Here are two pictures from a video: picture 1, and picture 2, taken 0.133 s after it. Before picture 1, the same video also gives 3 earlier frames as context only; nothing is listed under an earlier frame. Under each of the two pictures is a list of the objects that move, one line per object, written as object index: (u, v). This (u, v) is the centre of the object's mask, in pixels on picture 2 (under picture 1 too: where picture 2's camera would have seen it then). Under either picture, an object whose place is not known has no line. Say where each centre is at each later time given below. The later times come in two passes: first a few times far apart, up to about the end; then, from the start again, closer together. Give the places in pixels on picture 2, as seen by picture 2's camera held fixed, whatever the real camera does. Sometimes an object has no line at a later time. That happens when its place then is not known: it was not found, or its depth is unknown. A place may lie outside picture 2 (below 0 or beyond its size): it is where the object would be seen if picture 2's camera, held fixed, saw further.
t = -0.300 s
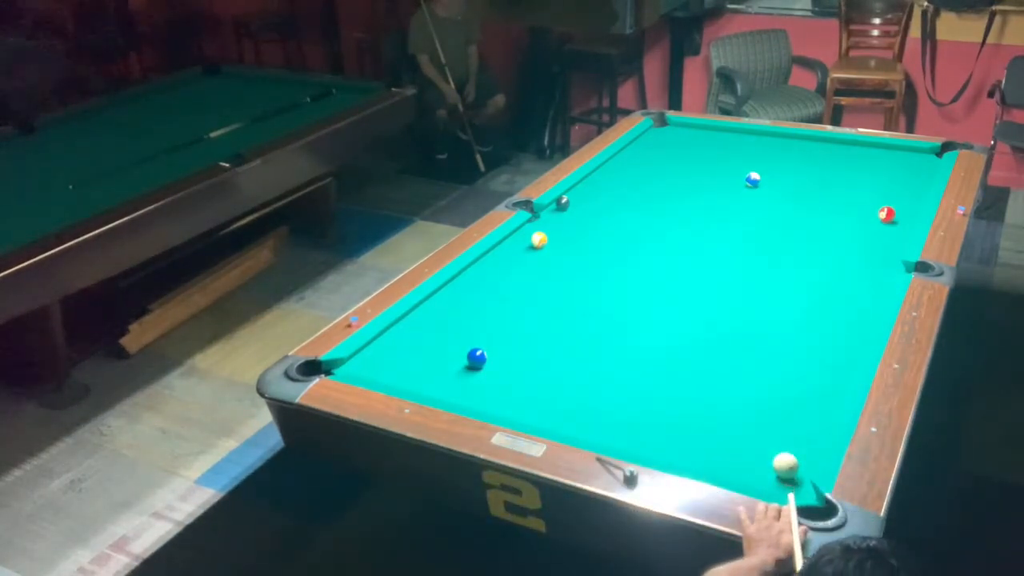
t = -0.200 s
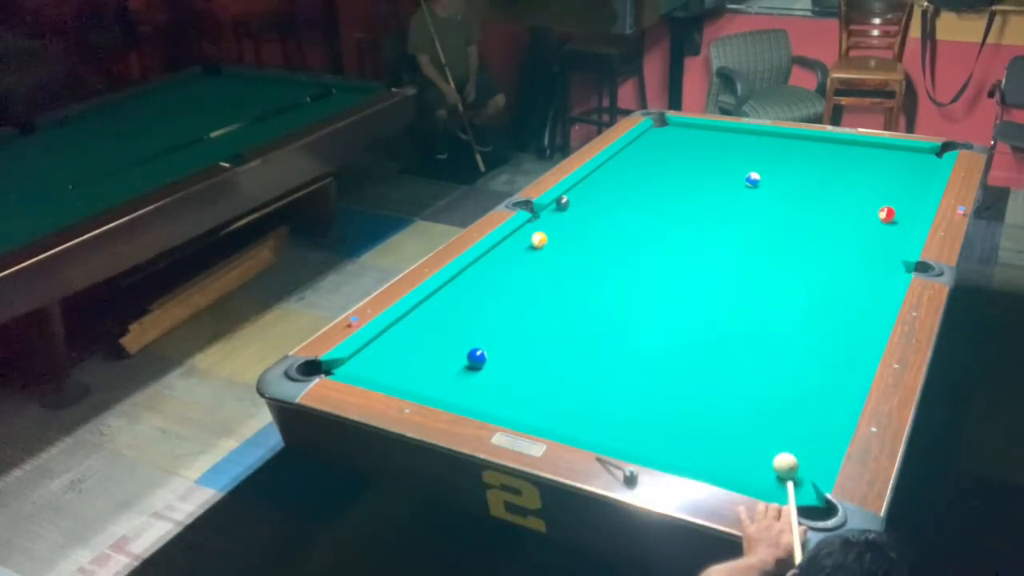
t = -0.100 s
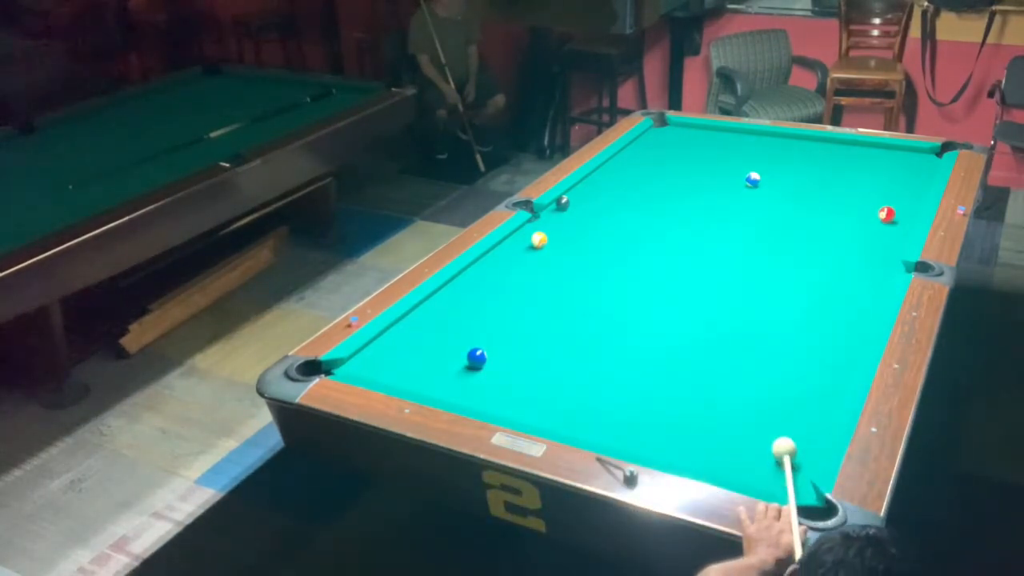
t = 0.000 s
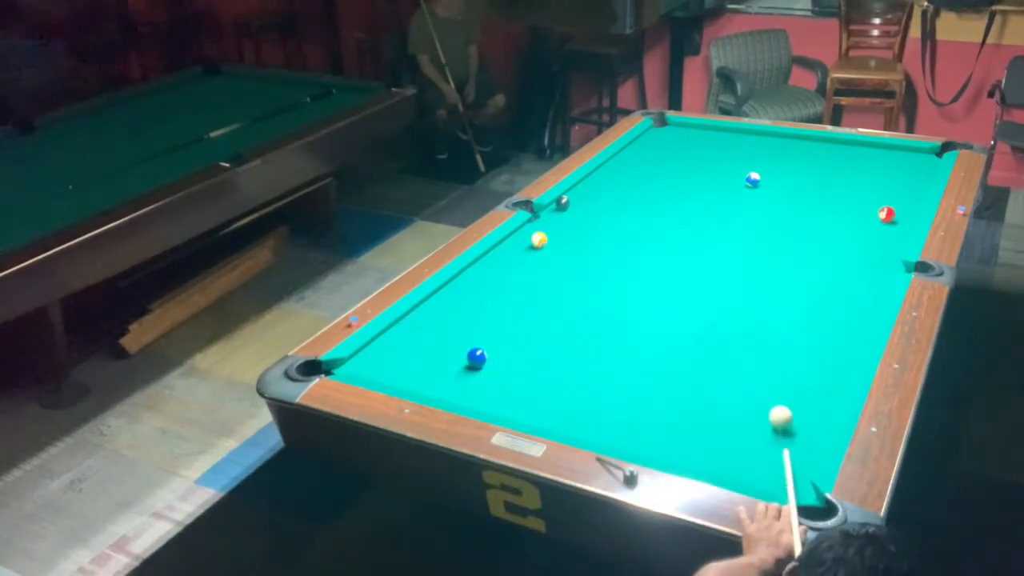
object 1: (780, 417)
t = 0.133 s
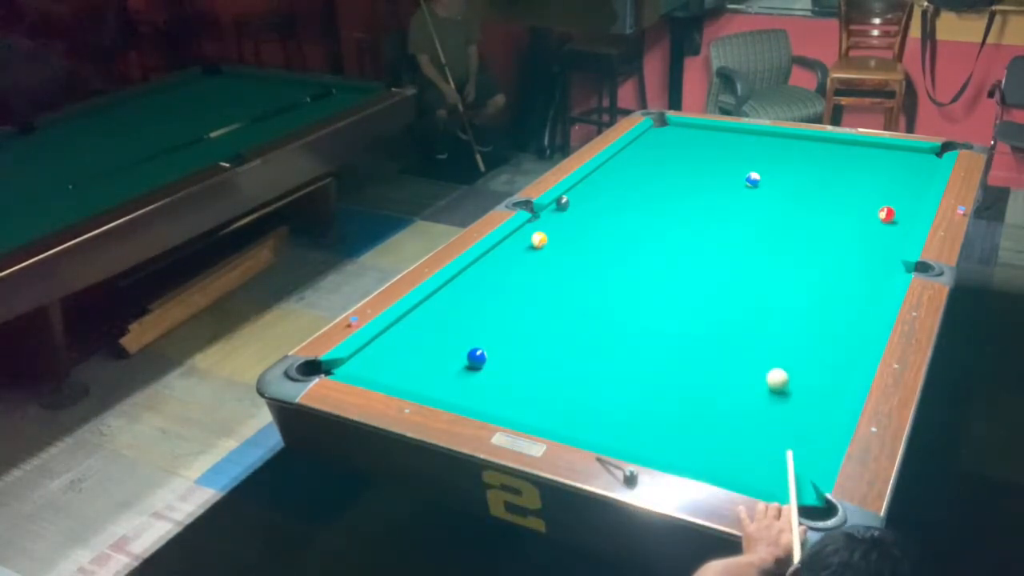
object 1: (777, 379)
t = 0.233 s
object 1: (775, 355)
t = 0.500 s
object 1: (770, 298)
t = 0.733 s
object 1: (766, 257)
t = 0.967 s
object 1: (763, 224)
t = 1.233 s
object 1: (760, 192)
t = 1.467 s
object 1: (774, 179)
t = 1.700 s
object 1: (793, 171)
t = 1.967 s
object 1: (812, 162)
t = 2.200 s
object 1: (828, 155)
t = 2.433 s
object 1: (843, 148)
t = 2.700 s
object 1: (856, 143)
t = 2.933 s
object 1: (859, 147)
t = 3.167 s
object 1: (861, 152)
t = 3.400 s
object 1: (863, 156)
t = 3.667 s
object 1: (865, 161)
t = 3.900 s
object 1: (866, 164)
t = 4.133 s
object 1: (868, 167)
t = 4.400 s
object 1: (870, 171)
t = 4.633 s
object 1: (871, 173)
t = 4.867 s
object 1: (874, 173)
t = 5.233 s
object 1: (874, 177)
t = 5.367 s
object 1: (873, 178)
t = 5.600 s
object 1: (874, 179)
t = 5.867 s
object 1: (874, 180)
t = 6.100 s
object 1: (874, 180)
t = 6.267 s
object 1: (874, 180)
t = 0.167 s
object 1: (776, 371)
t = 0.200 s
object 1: (776, 363)
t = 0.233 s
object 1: (775, 355)
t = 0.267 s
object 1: (774, 346)
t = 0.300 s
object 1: (773, 339)
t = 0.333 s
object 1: (773, 332)
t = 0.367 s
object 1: (772, 325)
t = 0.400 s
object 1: (771, 317)
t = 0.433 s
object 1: (771, 311)
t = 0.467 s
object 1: (770, 304)
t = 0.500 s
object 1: (770, 298)
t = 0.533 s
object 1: (769, 292)
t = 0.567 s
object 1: (768, 285)
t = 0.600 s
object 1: (768, 280)
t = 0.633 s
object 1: (767, 274)
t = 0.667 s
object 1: (767, 268)
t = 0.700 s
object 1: (766, 263)
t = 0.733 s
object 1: (766, 257)
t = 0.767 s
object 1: (766, 253)
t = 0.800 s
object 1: (765, 248)
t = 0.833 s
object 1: (765, 242)
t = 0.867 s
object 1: (764, 238)
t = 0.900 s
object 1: (764, 233)
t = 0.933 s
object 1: (763, 229)
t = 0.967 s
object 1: (763, 224)
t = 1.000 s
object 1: (762, 220)
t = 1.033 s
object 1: (762, 216)
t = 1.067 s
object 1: (762, 212)
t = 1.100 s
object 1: (761, 208)
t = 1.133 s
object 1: (761, 204)
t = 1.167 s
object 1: (761, 200)
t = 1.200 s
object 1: (760, 196)
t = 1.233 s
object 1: (760, 192)
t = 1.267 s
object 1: (760, 188)
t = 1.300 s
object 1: (760, 186)
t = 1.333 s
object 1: (762, 184)
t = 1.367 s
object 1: (765, 183)
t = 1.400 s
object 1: (769, 182)
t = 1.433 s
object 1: (772, 180)
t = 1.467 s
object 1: (774, 179)
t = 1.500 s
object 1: (777, 178)
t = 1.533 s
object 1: (780, 177)
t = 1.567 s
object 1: (782, 176)
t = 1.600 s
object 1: (785, 174)
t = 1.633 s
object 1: (788, 173)
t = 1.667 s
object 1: (790, 172)
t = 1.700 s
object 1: (793, 171)
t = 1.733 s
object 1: (795, 169)
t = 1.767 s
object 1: (798, 169)
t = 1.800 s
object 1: (800, 167)
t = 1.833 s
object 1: (803, 166)
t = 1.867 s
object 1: (805, 165)
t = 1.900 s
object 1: (808, 164)
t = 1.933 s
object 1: (810, 163)
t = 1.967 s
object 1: (812, 162)
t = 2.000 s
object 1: (815, 161)
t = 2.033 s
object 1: (817, 160)
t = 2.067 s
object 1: (819, 159)
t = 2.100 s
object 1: (821, 158)
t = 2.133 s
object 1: (824, 157)
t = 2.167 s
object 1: (826, 156)
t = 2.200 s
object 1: (828, 155)
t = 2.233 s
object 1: (830, 154)
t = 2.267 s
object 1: (832, 153)
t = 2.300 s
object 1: (834, 152)
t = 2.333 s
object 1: (837, 151)
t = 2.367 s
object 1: (839, 150)
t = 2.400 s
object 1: (841, 149)
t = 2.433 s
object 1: (843, 148)
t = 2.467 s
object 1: (845, 147)
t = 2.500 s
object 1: (847, 146)
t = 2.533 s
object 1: (849, 145)
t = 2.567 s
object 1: (851, 144)
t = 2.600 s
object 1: (852, 143)
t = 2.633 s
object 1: (854, 143)
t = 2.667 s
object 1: (856, 142)
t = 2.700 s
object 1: (856, 143)
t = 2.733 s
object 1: (857, 144)
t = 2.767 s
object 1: (857, 145)
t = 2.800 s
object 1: (857, 145)
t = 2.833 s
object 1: (857, 146)
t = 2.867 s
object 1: (858, 146)
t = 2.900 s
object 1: (858, 147)
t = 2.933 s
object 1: (859, 147)
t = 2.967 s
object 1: (859, 148)
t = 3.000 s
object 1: (859, 149)
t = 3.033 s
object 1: (859, 150)
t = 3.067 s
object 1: (860, 150)
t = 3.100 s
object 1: (860, 151)
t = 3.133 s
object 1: (860, 151)
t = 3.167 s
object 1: (861, 152)
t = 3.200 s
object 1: (861, 153)
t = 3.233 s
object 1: (861, 153)
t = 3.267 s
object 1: (862, 154)
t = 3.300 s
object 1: (862, 154)
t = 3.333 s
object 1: (862, 155)
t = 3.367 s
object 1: (862, 156)
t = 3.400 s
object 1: (863, 156)
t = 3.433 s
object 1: (863, 157)
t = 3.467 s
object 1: (863, 157)
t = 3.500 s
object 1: (863, 158)
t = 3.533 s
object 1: (864, 158)
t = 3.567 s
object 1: (864, 159)
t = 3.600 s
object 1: (864, 160)
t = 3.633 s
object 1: (865, 160)
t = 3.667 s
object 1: (865, 161)
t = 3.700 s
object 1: (865, 161)
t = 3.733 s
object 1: (865, 162)
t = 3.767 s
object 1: (865, 162)
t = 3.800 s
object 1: (866, 163)
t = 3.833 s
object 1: (866, 163)
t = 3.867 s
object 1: (866, 164)
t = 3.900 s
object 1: (866, 164)
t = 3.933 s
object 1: (867, 165)
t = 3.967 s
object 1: (867, 165)
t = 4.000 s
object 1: (867, 166)
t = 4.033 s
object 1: (867, 166)
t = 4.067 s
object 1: (868, 166)
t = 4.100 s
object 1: (868, 167)
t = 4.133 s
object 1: (868, 167)
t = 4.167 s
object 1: (868, 168)
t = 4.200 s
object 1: (868, 168)
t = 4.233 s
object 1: (868, 169)
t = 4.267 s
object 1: (869, 169)
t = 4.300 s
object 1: (869, 170)
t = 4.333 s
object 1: (869, 170)
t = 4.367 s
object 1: (869, 170)
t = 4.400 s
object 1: (870, 171)
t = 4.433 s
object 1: (870, 171)
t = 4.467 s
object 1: (870, 171)
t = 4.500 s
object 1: (870, 172)
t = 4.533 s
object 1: (870, 172)
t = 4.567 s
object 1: (871, 172)
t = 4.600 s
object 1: (871, 173)
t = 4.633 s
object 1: (871, 173)
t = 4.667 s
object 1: (871, 173)
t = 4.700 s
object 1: (871, 173)
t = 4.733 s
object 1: (871, 174)
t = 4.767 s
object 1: (871, 174)
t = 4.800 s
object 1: (871, 174)
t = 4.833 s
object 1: (872, 175)
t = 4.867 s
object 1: (874, 173)
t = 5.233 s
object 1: (874, 177)
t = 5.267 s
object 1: (873, 178)
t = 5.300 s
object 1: (873, 178)
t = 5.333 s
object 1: (873, 178)
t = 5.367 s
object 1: (873, 178)
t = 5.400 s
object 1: (873, 178)
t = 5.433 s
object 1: (873, 178)
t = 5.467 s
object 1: (873, 179)
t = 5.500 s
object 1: (873, 179)
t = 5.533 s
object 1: (873, 179)
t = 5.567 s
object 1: (874, 179)
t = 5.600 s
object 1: (874, 179)
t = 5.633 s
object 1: (874, 179)
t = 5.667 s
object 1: (874, 179)
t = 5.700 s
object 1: (874, 179)
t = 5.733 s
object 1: (874, 179)
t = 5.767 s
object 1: (874, 179)
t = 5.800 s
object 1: (874, 180)
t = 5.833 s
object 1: (874, 180)
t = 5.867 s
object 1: (874, 180)
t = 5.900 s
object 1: (874, 180)
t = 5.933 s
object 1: (874, 180)
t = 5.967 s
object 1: (874, 180)
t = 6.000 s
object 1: (874, 180)
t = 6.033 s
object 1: (874, 180)
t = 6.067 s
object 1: (874, 180)
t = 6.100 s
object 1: (874, 180)
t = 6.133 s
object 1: (874, 180)
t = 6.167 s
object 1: (874, 180)
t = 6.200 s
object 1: (874, 180)
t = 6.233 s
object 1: (874, 180)
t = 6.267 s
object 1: (874, 180)
